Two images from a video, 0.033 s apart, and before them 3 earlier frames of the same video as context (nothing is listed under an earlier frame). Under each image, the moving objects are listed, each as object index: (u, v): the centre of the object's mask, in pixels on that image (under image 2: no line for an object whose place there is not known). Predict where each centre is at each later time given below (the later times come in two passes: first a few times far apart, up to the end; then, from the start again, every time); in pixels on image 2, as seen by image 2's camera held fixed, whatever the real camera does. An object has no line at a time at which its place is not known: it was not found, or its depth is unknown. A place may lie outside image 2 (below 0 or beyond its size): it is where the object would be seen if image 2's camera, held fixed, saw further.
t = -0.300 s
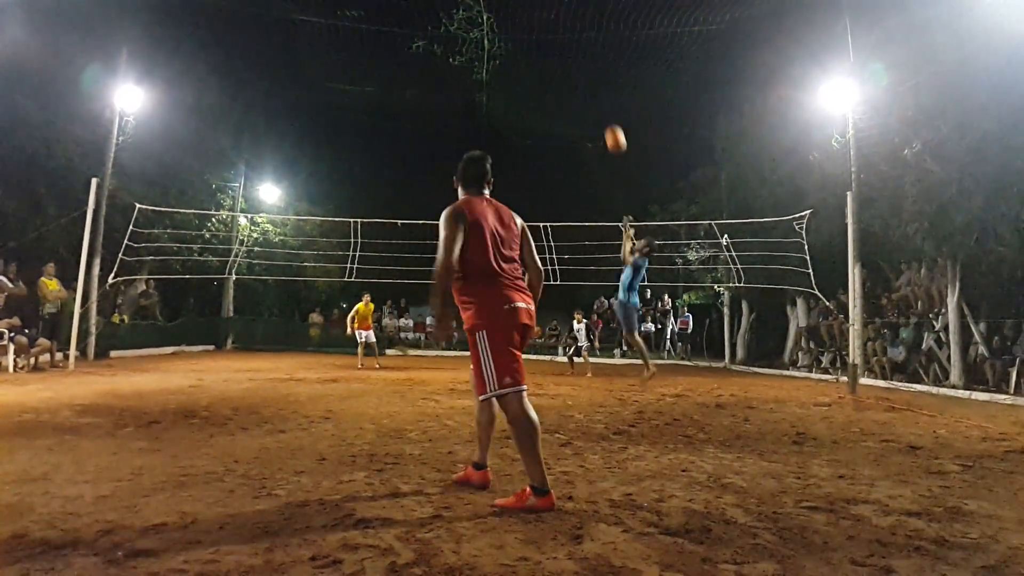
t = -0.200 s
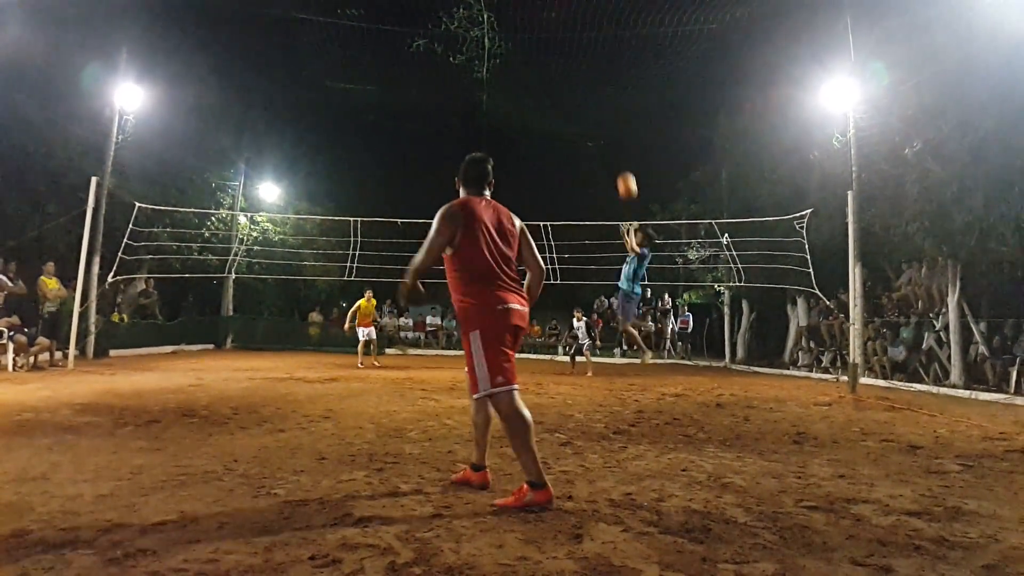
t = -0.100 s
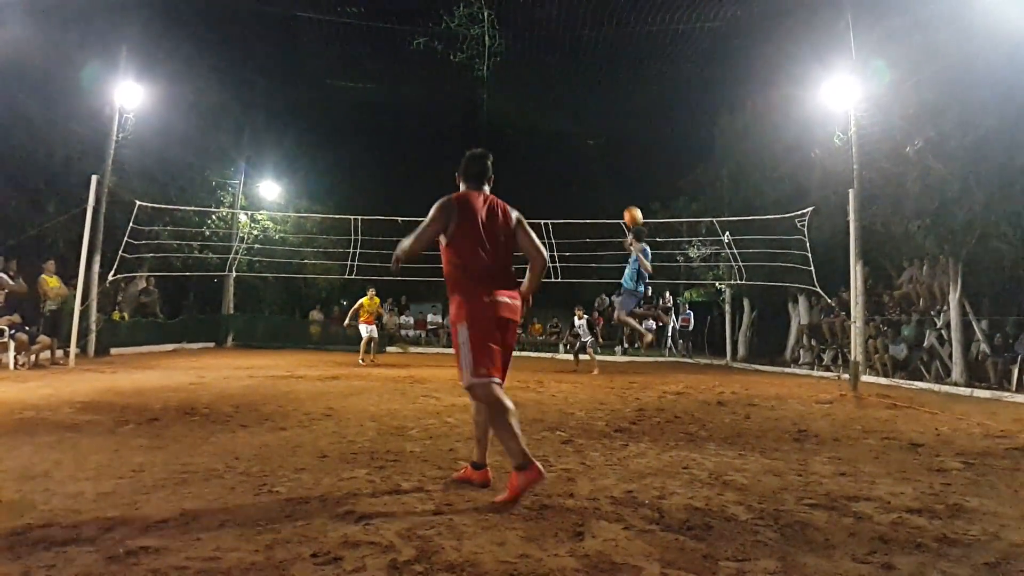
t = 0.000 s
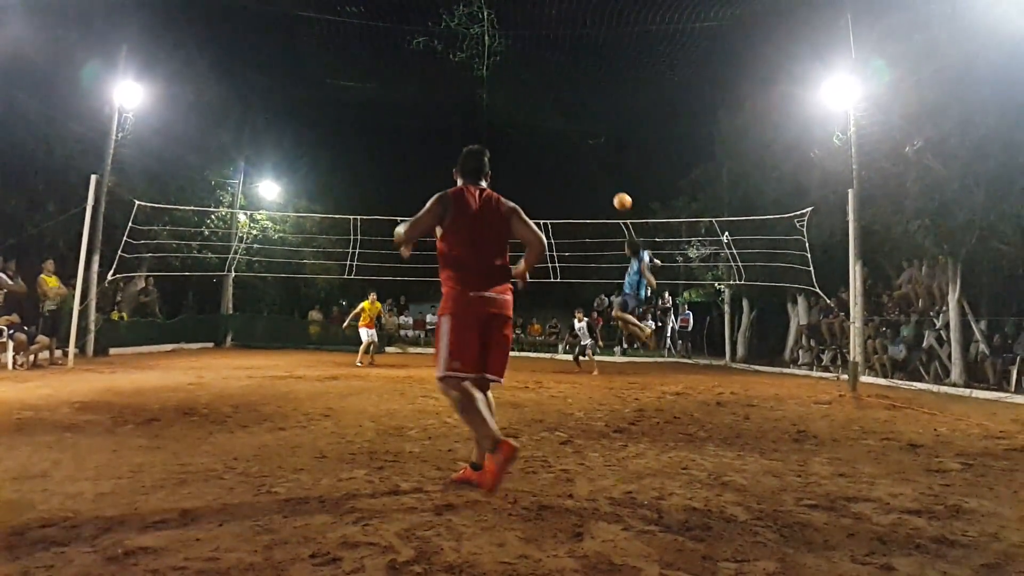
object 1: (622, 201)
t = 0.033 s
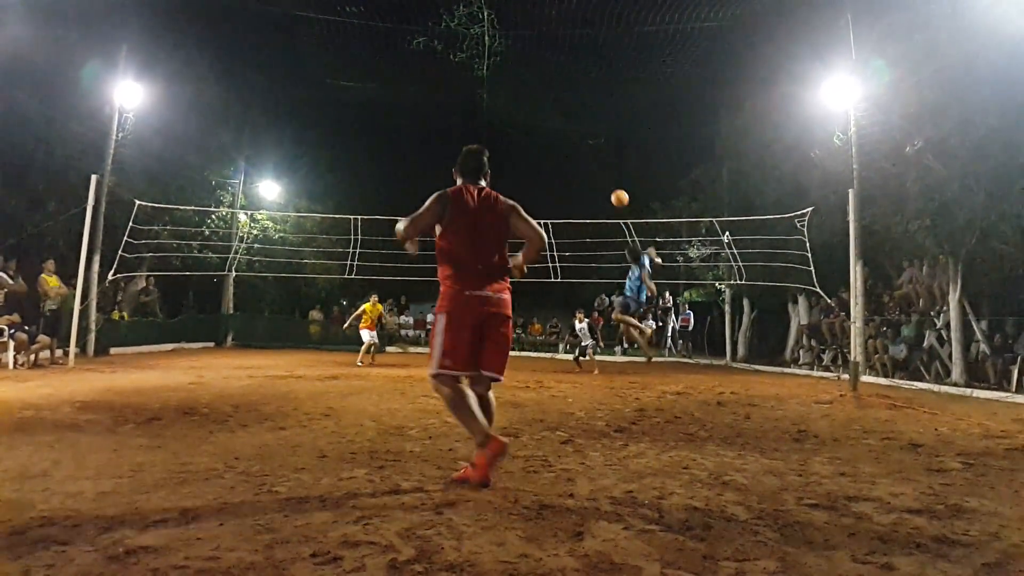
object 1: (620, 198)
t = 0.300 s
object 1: (597, 202)
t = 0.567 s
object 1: (579, 248)
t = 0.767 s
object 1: (567, 303)
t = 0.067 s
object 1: (617, 196)
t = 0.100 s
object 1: (614, 194)
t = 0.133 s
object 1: (611, 194)
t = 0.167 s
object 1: (608, 194)
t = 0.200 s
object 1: (605, 195)
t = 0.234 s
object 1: (602, 197)
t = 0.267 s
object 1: (600, 199)
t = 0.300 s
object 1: (597, 202)
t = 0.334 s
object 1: (594, 206)
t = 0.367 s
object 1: (592, 210)
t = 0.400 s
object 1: (590, 214)
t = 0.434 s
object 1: (587, 220)
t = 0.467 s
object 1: (585, 227)
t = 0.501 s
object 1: (583, 232)
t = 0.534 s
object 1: (581, 240)
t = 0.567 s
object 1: (579, 248)
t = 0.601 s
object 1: (577, 256)
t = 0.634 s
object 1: (574, 264)
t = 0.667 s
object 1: (573, 273)
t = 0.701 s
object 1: (571, 283)
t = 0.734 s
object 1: (569, 294)
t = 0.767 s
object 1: (567, 303)
